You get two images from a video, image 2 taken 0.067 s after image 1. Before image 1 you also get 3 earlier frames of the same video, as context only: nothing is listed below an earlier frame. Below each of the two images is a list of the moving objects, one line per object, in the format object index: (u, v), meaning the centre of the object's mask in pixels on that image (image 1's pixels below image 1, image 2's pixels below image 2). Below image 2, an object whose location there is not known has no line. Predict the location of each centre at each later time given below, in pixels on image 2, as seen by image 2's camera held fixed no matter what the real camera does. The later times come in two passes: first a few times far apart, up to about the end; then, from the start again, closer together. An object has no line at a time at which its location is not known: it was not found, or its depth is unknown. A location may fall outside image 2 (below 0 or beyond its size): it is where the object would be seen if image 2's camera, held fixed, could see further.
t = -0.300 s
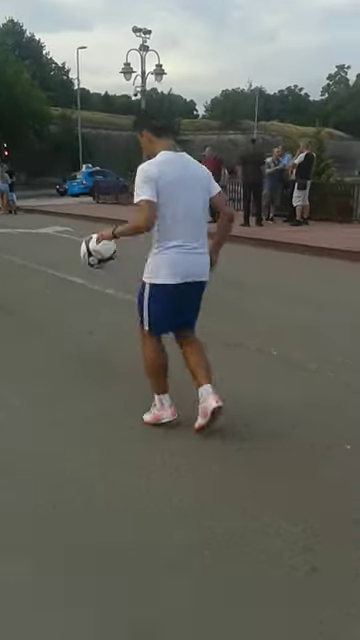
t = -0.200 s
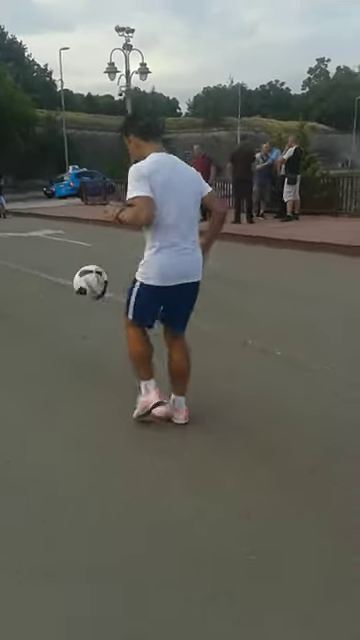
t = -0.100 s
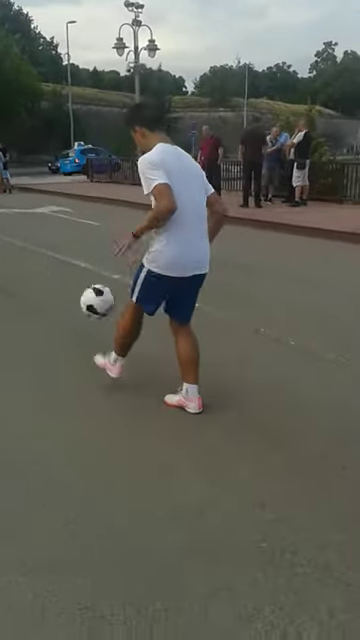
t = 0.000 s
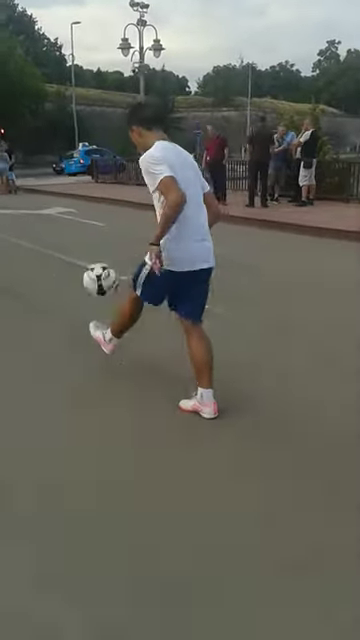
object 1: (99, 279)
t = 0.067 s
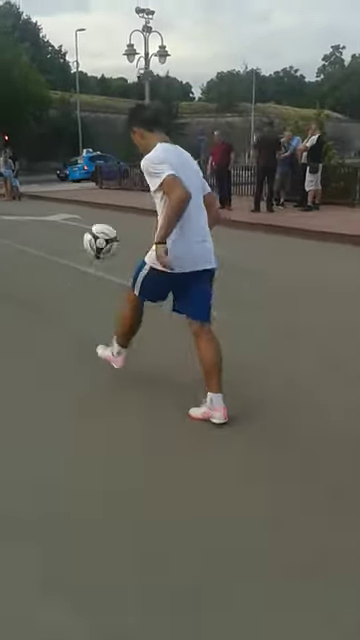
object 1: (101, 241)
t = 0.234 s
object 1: (95, 154)
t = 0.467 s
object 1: (96, 117)
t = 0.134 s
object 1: (98, 201)
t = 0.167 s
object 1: (99, 183)
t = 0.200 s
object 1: (98, 167)
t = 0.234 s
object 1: (95, 154)
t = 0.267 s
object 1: (97, 140)
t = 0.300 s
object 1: (96, 131)
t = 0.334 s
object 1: (94, 124)
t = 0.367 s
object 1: (95, 120)
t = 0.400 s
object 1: (95, 118)
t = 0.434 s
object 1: (95, 116)
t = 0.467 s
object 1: (96, 117)
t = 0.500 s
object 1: (95, 120)
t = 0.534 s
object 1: (95, 124)
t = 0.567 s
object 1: (95, 129)
